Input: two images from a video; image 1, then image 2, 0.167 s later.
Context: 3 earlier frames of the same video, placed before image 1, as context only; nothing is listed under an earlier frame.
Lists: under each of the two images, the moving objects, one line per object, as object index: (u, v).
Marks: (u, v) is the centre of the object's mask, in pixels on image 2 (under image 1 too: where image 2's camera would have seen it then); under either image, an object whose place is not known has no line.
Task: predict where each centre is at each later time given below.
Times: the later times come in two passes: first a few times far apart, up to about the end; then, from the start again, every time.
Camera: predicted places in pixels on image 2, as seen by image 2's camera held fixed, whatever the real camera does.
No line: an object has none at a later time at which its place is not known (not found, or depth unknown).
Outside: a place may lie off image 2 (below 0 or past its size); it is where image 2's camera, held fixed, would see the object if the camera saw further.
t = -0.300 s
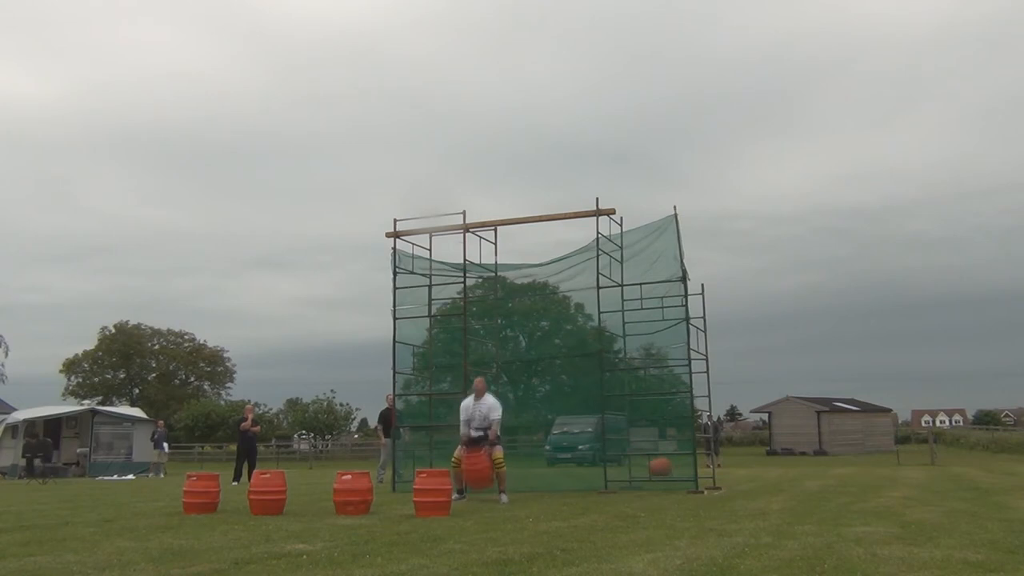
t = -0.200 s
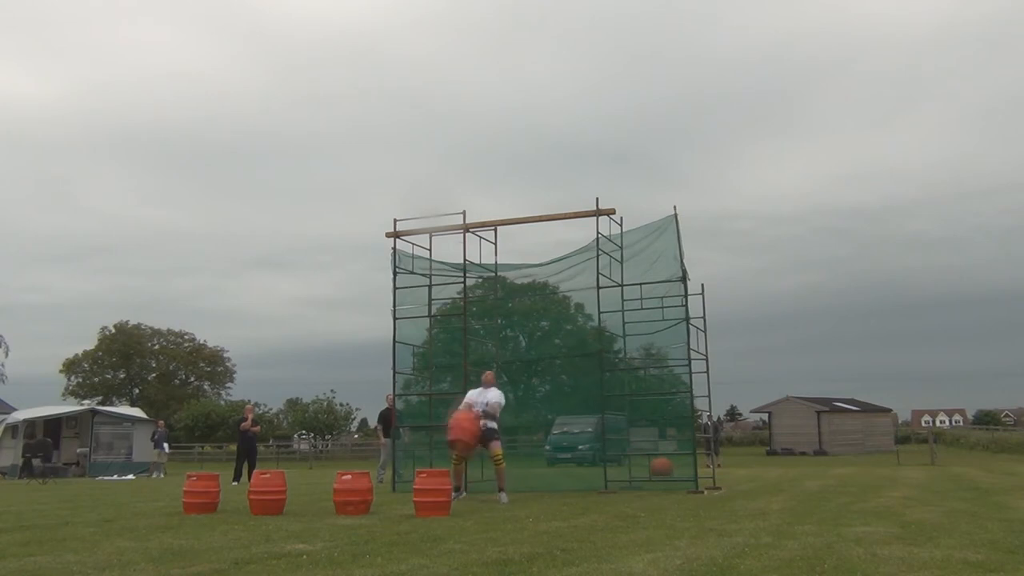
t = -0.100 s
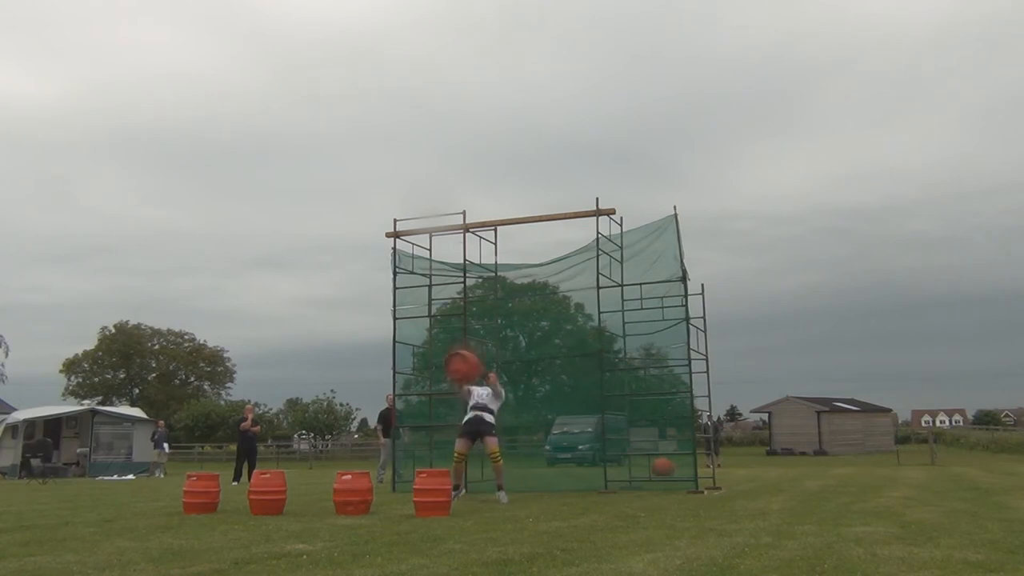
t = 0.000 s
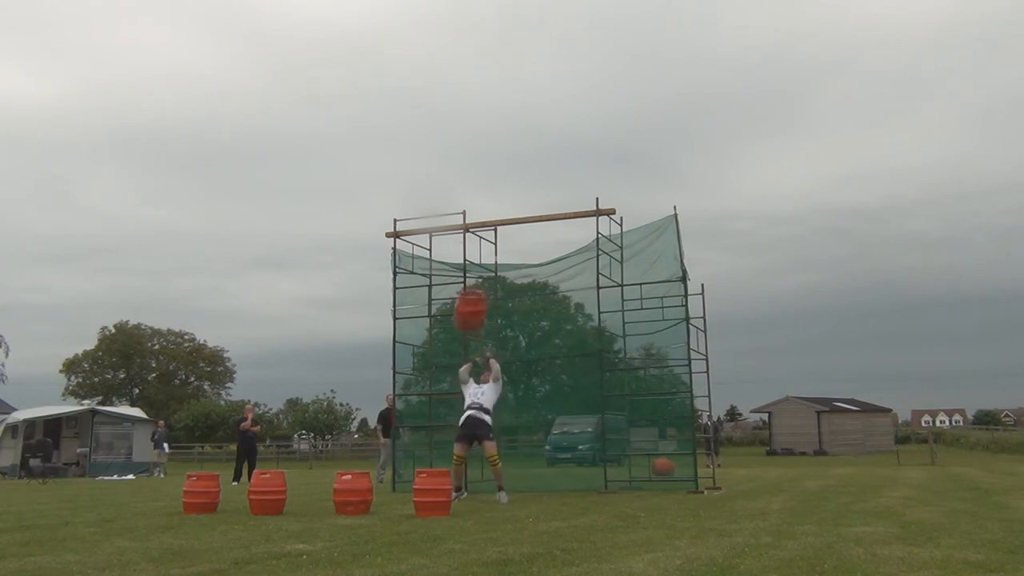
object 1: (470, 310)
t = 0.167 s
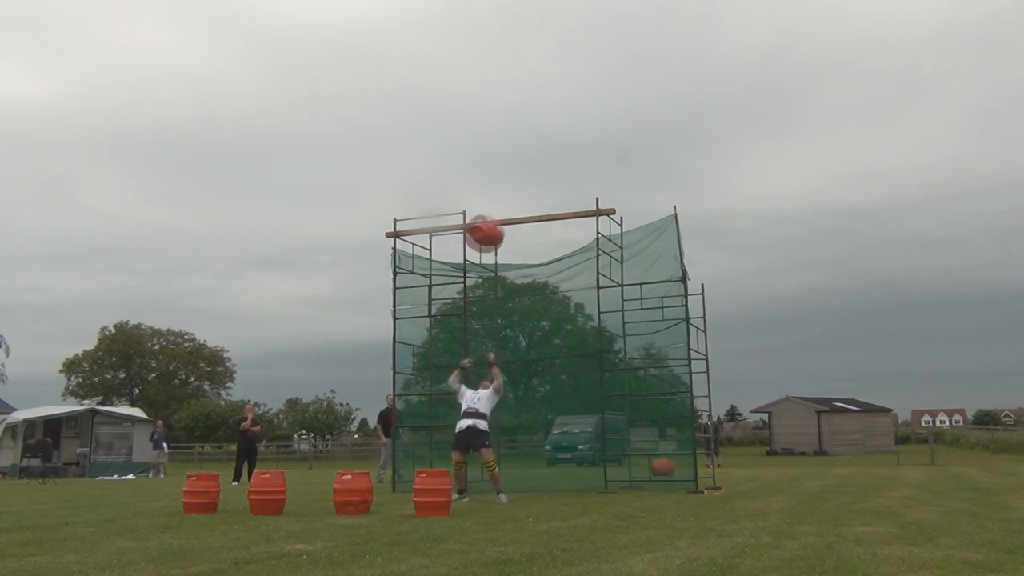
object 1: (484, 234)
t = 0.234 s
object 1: (491, 211)
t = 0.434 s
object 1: (508, 174)
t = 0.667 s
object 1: (523, 161)
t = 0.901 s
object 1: (540, 177)
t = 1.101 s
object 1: (552, 221)
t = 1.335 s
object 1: (566, 286)
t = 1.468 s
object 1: (575, 336)
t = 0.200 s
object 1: (488, 220)
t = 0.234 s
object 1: (491, 211)
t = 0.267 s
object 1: (494, 201)
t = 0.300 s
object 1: (498, 193)
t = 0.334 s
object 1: (501, 187)
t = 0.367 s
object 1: (503, 182)
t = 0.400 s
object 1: (505, 178)
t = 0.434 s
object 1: (508, 174)
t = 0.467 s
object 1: (510, 170)
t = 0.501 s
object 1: (513, 167)
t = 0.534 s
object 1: (515, 165)
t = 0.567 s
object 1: (517, 164)
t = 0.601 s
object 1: (519, 162)
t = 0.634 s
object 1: (521, 161)
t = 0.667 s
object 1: (523, 161)
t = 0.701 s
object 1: (525, 161)
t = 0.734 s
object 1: (527, 162)
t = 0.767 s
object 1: (529, 163)
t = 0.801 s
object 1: (532, 165)
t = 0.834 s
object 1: (534, 168)
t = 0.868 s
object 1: (537, 171)
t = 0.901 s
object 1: (540, 177)
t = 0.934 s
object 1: (542, 181)
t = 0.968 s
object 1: (544, 188)
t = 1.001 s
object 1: (547, 195)
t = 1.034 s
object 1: (548, 202)
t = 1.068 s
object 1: (550, 210)
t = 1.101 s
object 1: (552, 221)
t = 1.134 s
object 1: (554, 232)
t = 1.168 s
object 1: (556, 237)
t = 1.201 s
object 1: (557, 246)
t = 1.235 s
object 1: (559, 254)
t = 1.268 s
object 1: (561, 265)
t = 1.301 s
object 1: (563, 276)
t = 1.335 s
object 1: (566, 286)
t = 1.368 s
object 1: (566, 296)
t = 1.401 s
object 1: (569, 309)
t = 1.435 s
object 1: (572, 320)
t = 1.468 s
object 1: (575, 336)
